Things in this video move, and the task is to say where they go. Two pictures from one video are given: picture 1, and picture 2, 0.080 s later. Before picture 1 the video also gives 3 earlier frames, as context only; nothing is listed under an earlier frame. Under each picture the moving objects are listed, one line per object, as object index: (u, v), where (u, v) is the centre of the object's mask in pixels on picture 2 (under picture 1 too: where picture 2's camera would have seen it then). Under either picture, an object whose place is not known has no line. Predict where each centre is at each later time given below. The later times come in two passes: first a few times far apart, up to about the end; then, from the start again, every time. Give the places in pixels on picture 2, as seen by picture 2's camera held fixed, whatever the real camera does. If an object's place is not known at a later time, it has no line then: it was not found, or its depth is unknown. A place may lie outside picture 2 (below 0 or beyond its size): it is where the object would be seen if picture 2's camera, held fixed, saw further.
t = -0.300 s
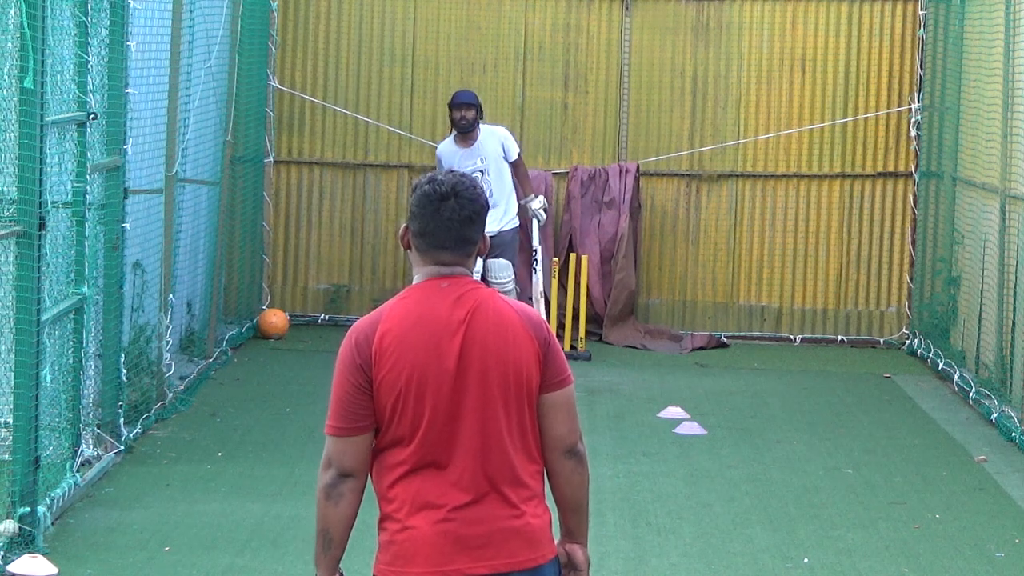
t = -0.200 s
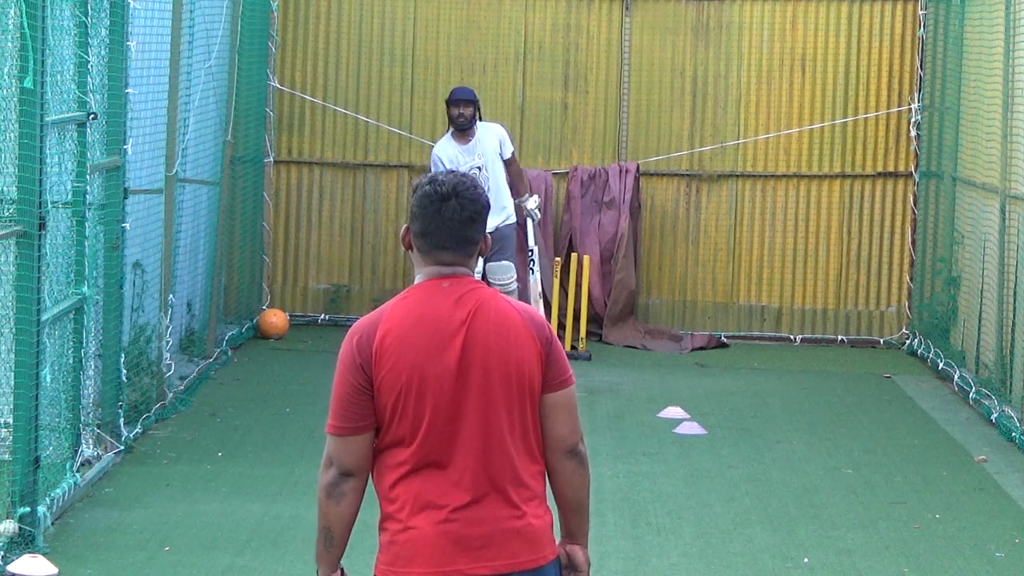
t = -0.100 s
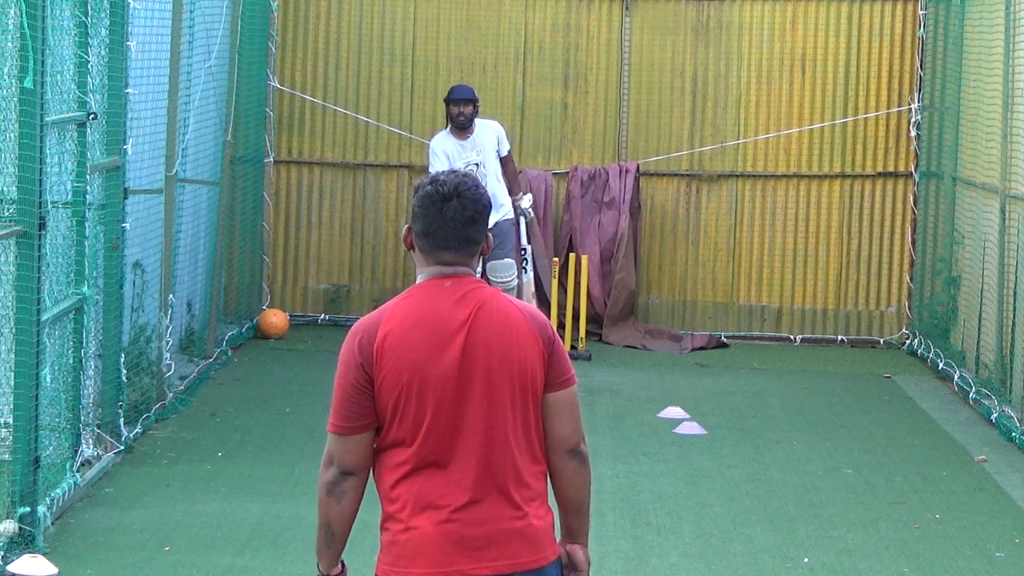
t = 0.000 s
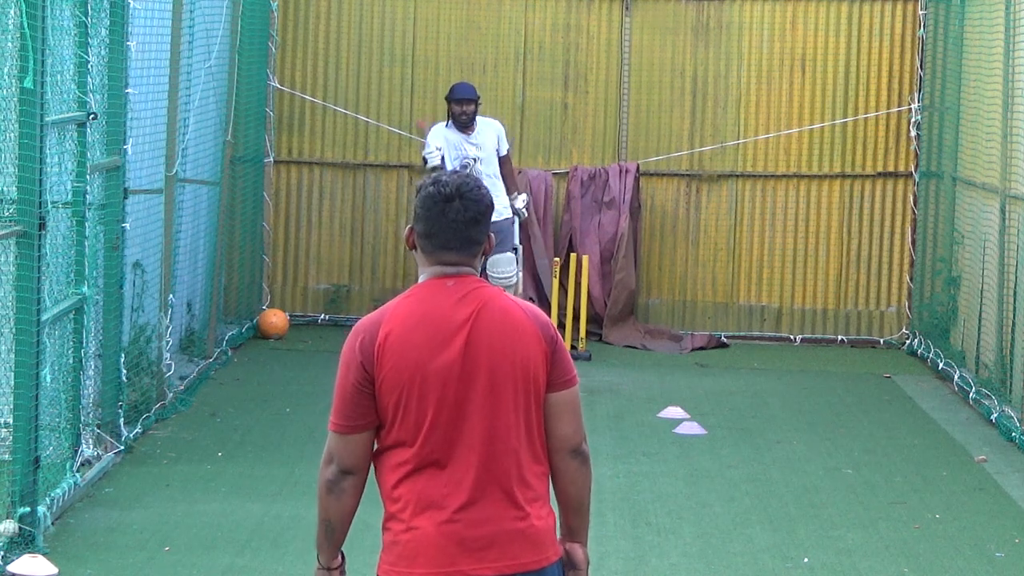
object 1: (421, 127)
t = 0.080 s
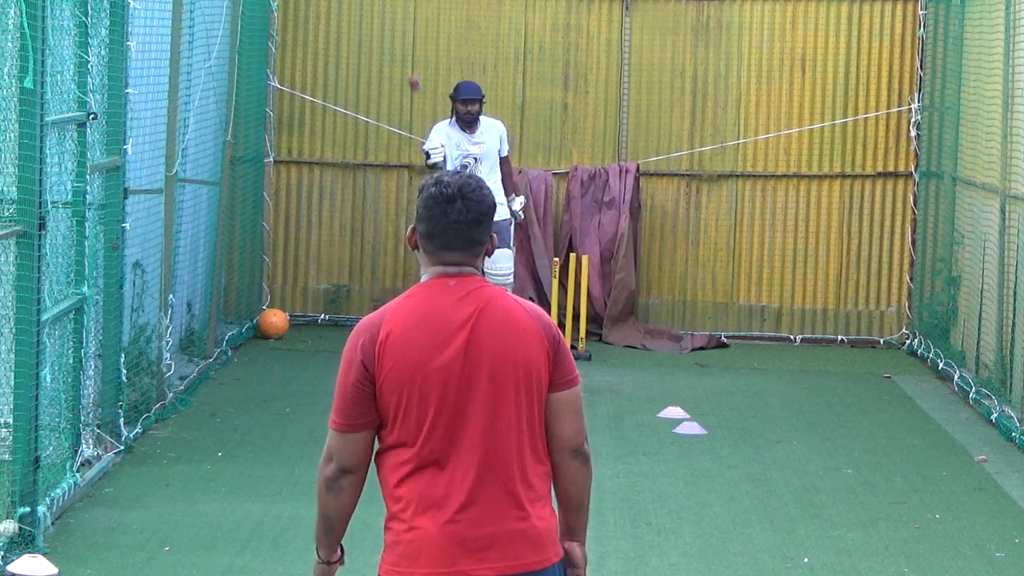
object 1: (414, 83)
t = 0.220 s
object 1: (400, 25)
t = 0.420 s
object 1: (375, 4)
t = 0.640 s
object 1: (337, 82)
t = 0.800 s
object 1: (300, 244)
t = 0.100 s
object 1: (411, 71)
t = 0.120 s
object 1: (410, 63)
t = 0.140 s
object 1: (408, 55)
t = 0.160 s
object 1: (407, 47)
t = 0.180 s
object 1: (403, 38)
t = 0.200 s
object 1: (402, 32)
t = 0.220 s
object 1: (400, 25)
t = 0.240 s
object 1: (397, 19)
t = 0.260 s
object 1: (395, 14)
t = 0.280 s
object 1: (393, 9)
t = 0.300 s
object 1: (391, 7)
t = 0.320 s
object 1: (388, 5)
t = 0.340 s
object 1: (385, 4)
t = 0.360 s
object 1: (382, 4)
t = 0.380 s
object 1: (381, 4)
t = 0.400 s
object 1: (377, 4)
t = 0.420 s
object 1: (375, 4)
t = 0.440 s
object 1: (371, 5)
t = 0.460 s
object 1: (368, 7)
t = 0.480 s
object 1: (366, 10)
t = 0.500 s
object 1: (362, 16)
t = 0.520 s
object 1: (359, 22)
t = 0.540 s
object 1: (355, 28)
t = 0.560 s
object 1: (352, 36)
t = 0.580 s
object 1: (348, 46)
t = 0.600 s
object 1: (345, 56)
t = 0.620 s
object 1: (340, 69)
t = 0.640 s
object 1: (337, 82)
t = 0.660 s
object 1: (333, 96)
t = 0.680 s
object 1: (327, 116)
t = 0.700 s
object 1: (324, 131)
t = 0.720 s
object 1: (320, 147)
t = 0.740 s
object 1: (315, 170)
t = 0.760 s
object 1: (310, 192)
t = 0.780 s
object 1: (304, 218)
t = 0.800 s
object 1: (300, 244)
